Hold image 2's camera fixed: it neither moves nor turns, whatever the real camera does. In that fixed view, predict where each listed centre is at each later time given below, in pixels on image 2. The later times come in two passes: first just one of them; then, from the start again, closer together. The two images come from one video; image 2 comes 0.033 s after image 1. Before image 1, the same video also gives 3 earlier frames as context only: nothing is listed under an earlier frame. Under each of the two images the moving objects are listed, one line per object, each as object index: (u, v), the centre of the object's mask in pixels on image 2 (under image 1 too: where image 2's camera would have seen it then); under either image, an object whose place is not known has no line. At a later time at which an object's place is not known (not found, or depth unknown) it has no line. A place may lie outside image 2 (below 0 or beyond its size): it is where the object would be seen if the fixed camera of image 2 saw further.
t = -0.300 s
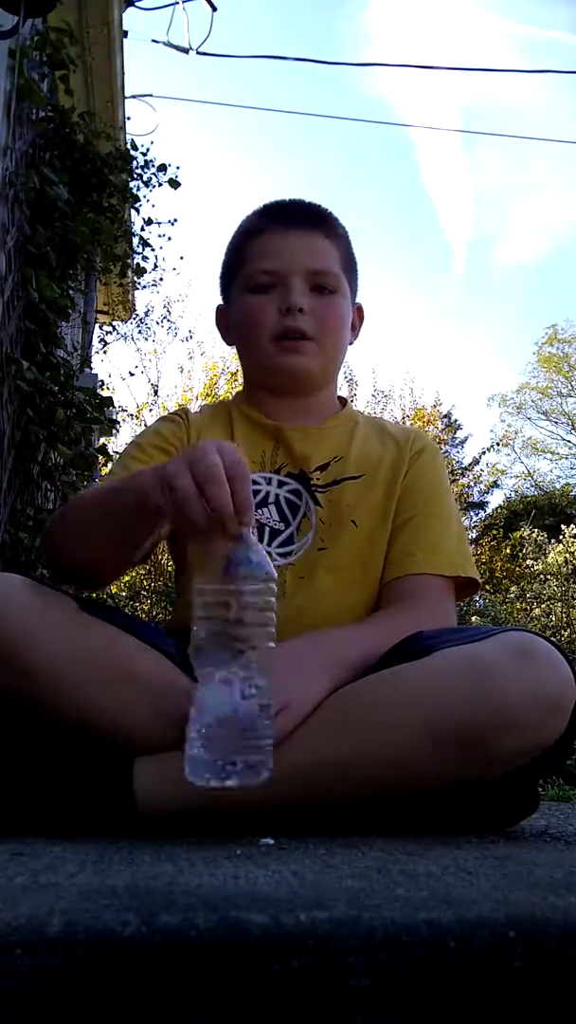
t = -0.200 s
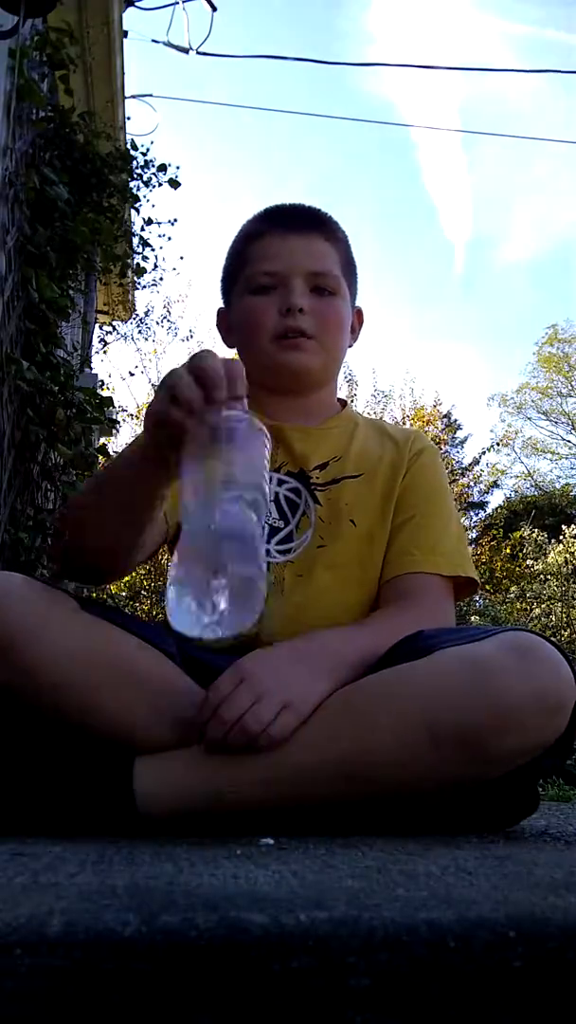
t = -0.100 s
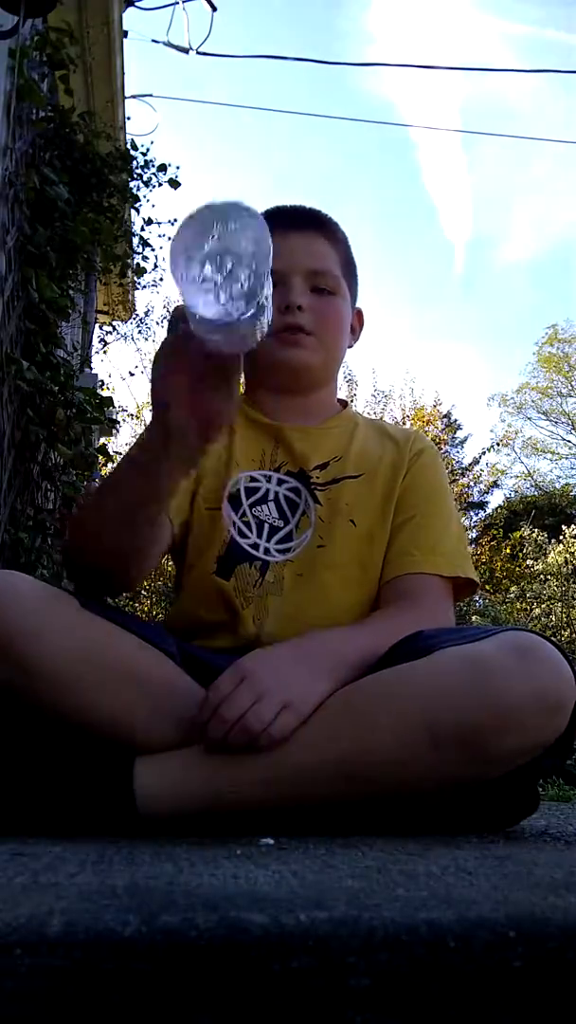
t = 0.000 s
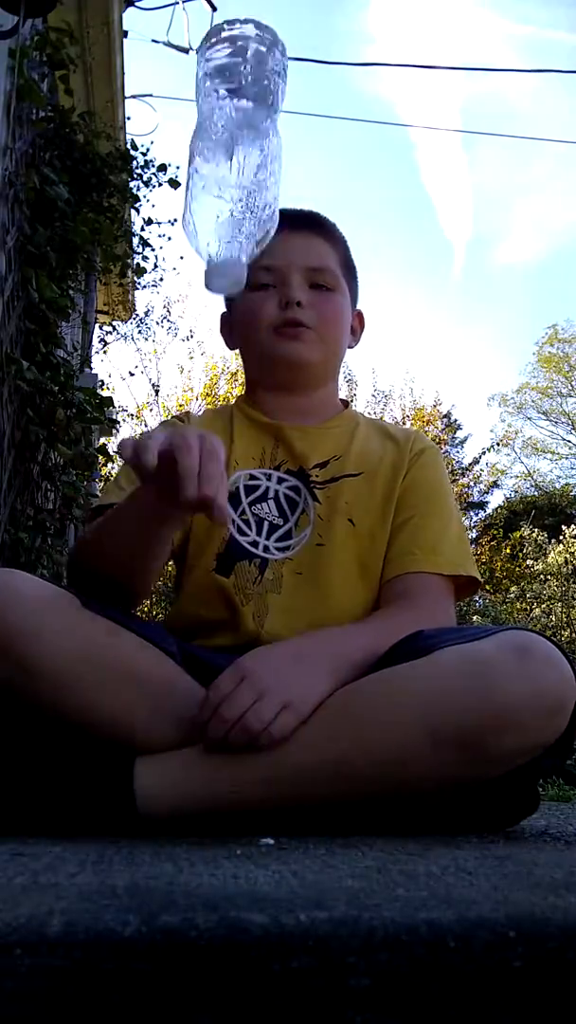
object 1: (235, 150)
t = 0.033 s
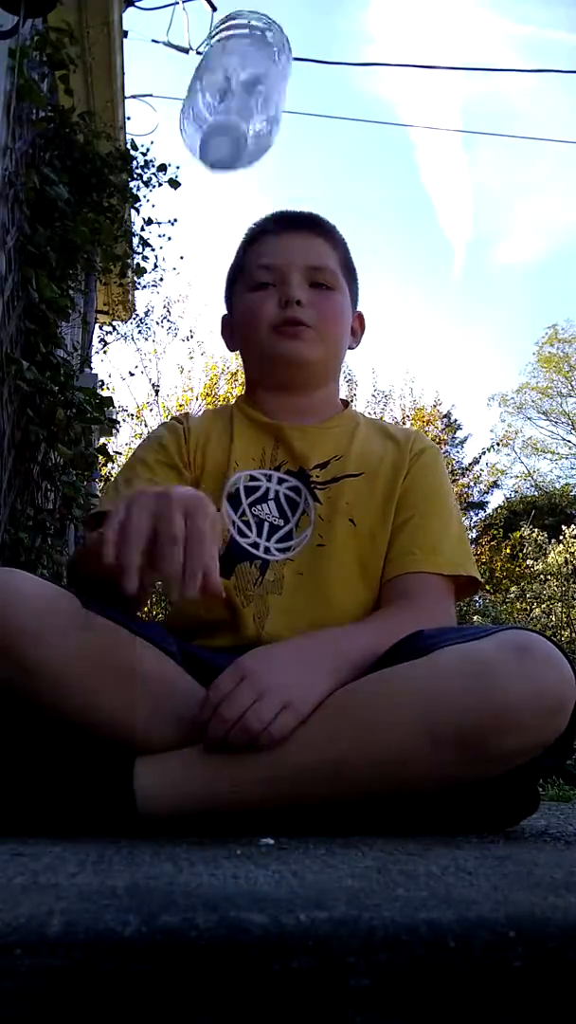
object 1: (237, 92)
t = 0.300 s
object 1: (262, 298)
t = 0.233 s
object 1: (257, 144)
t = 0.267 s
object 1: (259, 208)
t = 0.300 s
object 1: (262, 298)
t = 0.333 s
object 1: (266, 407)
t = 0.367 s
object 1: (269, 544)
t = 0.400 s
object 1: (274, 708)
